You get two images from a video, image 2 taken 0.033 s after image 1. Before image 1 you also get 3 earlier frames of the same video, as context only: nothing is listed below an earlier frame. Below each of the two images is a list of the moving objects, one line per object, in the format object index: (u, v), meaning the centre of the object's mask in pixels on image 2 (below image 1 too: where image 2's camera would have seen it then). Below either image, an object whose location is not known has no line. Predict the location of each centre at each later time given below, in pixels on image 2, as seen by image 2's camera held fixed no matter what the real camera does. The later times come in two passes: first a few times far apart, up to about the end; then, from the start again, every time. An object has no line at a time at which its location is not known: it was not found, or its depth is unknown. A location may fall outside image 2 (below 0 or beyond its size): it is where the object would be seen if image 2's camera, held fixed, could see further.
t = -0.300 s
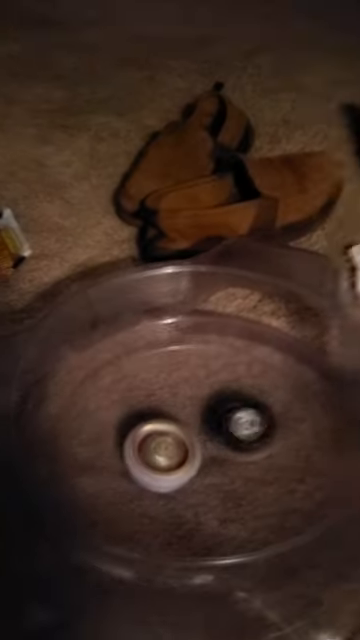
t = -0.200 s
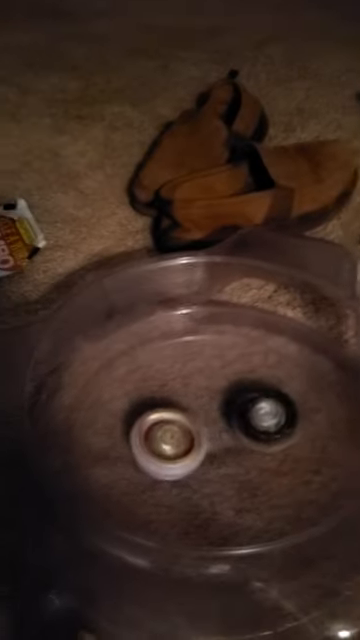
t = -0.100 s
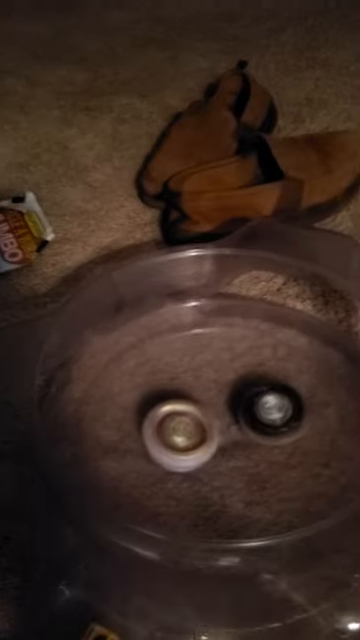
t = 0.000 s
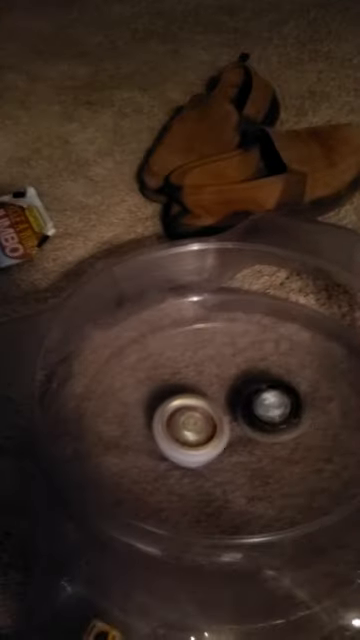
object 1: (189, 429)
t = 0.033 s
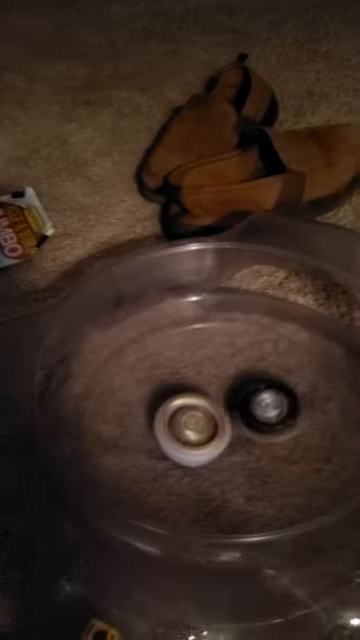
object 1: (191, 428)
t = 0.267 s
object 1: (190, 424)
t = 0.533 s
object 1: (192, 421)
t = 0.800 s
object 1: (189, 413)
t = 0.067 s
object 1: (194, 429)
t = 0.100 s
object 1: (193, 428)
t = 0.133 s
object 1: (193, 428)
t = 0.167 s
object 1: (193, 426)
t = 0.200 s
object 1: (193, 426)
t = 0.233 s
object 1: (191, 425)
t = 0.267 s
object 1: (190, 424)
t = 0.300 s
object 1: (190, 423)
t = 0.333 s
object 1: (192, 423)
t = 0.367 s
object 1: (193, 423)
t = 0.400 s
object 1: (193, 423)
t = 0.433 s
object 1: (193, 422)
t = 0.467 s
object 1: (192, 422)
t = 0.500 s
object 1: (192, 421)
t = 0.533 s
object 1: (192, 421)
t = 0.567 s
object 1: (191, 420)
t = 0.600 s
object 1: (191, 418)
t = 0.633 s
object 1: (191, 417)
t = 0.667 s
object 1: (192, 416)
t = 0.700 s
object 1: (192, 416)
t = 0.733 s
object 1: (191, 416)
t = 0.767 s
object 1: (189, 415)
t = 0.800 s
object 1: (189, 413)
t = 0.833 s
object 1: (188, 413)
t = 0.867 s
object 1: (188, 413)
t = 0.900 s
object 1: (189, 414)
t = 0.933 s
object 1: (189, 415)
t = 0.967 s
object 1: (190, 417)
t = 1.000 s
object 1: (190, 418)
